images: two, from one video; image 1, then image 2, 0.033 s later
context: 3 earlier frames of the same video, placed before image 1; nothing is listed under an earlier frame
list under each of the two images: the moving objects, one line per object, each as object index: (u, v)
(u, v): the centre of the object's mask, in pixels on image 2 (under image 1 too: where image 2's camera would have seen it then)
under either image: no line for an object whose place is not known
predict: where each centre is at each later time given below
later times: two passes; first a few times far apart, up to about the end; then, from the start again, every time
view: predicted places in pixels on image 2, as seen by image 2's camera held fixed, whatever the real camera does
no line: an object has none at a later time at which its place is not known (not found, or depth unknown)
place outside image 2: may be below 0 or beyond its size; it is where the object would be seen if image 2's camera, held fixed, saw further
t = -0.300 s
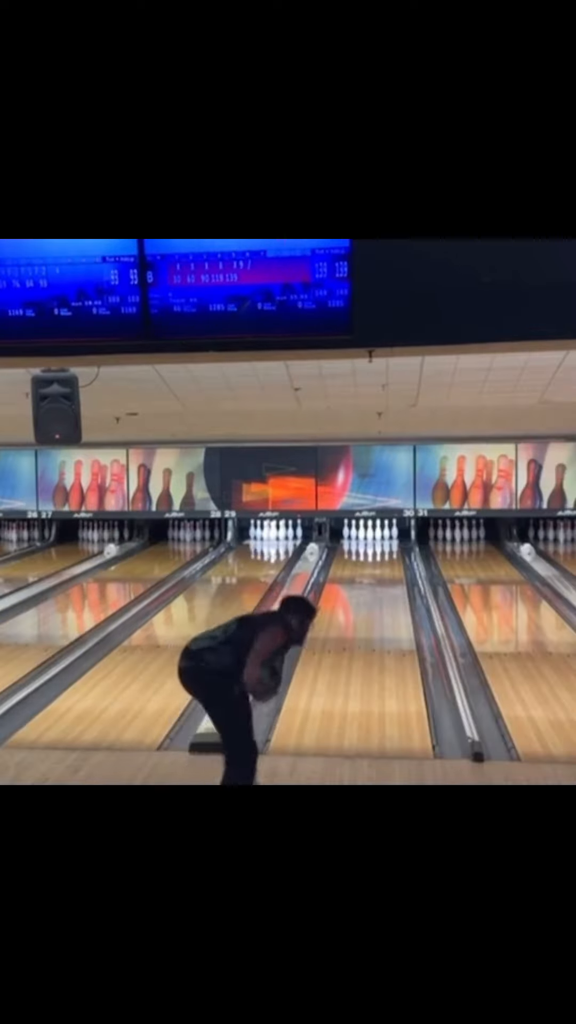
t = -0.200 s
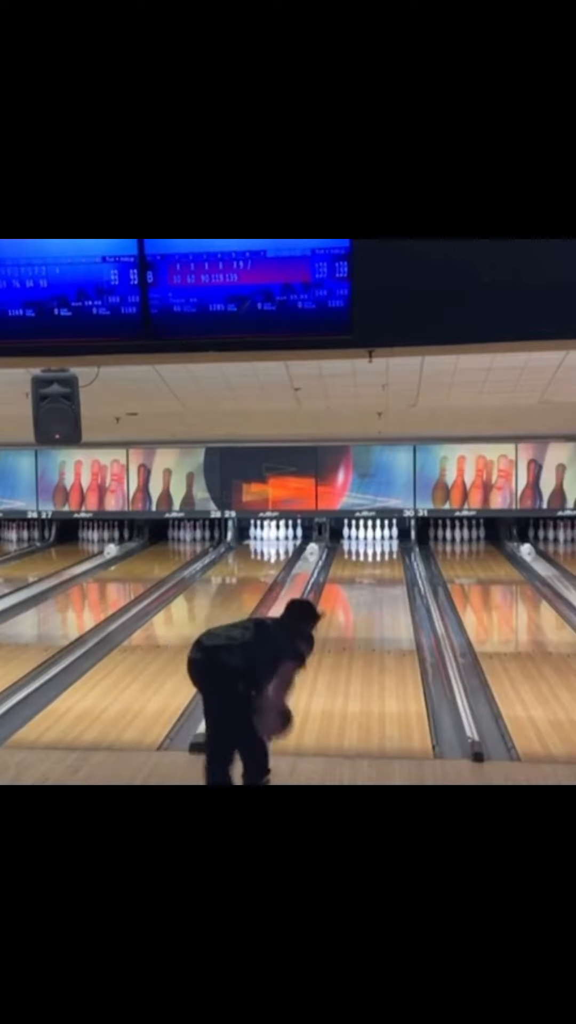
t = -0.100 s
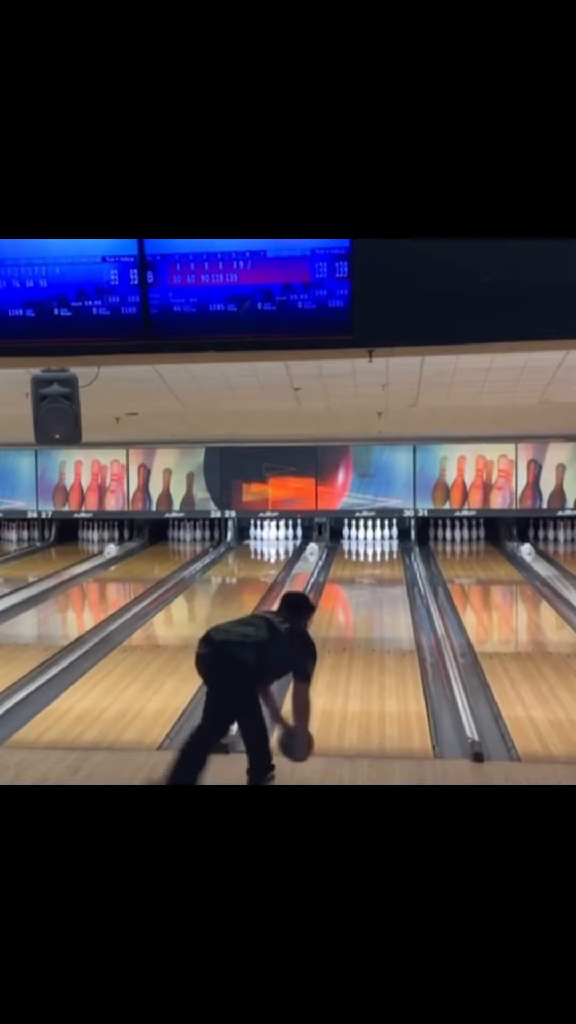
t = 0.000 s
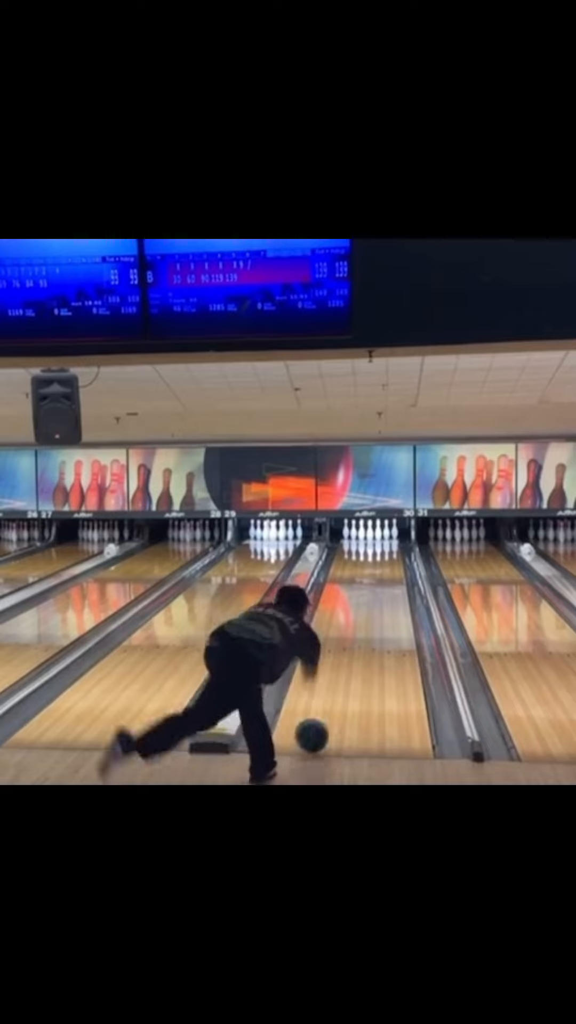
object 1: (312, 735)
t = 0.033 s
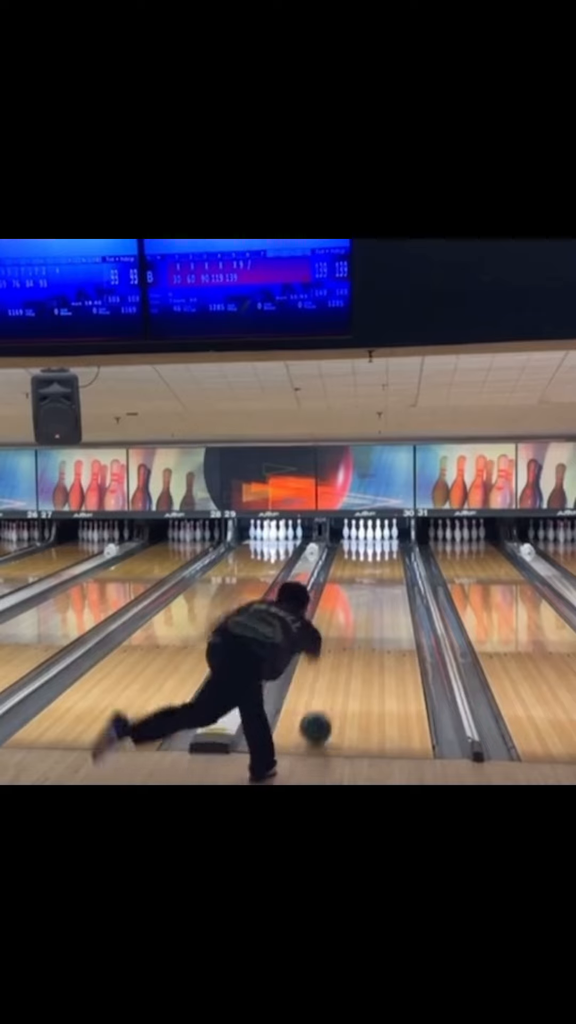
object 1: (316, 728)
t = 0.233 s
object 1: (335, 686)
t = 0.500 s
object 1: (353, 646)
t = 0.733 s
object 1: (364, 620)
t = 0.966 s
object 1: (372, 600)
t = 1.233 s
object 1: (380, 582)
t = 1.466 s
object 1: (384, 568)
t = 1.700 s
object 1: (386, 557)
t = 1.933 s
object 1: (385, 549)
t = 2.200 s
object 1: (378, 541)
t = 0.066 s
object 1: (319, 719)
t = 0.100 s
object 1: (323, 712)
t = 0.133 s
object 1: (326, 706)
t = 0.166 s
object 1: (329, 699)
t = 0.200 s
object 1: (332, 693)
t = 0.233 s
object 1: (335, 686)
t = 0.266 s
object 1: (338, 681)
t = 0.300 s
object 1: (340, 675)
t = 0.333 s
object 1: (342, 669)
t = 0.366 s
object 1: (345, 665)
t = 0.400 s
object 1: (347, 660)
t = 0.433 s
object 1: (349, 655)
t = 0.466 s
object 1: (351, 651)
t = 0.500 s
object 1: (353, 646)
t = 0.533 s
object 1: (354, 642)
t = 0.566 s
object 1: (356, 638)
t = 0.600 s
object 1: (358, 634)
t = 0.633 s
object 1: (360, 631)
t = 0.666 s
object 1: (361, 627)
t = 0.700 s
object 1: (363, 624)
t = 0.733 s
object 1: (364, 620)
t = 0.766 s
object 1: (365, 617)
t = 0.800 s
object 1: (367, 614)
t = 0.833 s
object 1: (368, 611)
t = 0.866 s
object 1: (369, 608)
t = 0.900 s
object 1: (370, 606)
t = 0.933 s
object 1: (371, 603)
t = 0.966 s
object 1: (372, 600)
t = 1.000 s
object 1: (373, 598)
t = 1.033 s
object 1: (374, 595)
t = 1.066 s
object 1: (375, 592)
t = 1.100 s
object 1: (376, 590)
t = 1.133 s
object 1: (377, 588)
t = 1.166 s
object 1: (378, 586)
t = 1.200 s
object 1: (379, 584)
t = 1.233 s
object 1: (380, 582)
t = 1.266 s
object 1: (380, 579)
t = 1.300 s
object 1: (381, 578)
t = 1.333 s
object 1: (382, 575)
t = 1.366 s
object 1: (382, 574)
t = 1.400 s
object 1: (383, 572)
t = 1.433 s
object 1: (384, 570)
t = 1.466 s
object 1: (384, 568)
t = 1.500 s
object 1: (385, 567)
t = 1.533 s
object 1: (385, 565)
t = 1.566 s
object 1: (386, 563)
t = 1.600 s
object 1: (386, 561)
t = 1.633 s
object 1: (386, 560)
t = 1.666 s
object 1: (387, 559)
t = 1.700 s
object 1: (386, 557)
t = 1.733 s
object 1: (387, 556)
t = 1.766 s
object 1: (386, 554)
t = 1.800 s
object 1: (386, 553)
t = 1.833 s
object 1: (386, 552)
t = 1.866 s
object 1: (386, 551)
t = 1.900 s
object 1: (386, 550)
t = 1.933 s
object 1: (385, 549)
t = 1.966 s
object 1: (386, 548)
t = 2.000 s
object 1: (385, 547)
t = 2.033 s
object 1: (384, 546)
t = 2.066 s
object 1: (383, 544)
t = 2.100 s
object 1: (381, 543)
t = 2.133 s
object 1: (380, 542)
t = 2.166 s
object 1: (379, 541)
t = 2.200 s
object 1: (378, 541)
